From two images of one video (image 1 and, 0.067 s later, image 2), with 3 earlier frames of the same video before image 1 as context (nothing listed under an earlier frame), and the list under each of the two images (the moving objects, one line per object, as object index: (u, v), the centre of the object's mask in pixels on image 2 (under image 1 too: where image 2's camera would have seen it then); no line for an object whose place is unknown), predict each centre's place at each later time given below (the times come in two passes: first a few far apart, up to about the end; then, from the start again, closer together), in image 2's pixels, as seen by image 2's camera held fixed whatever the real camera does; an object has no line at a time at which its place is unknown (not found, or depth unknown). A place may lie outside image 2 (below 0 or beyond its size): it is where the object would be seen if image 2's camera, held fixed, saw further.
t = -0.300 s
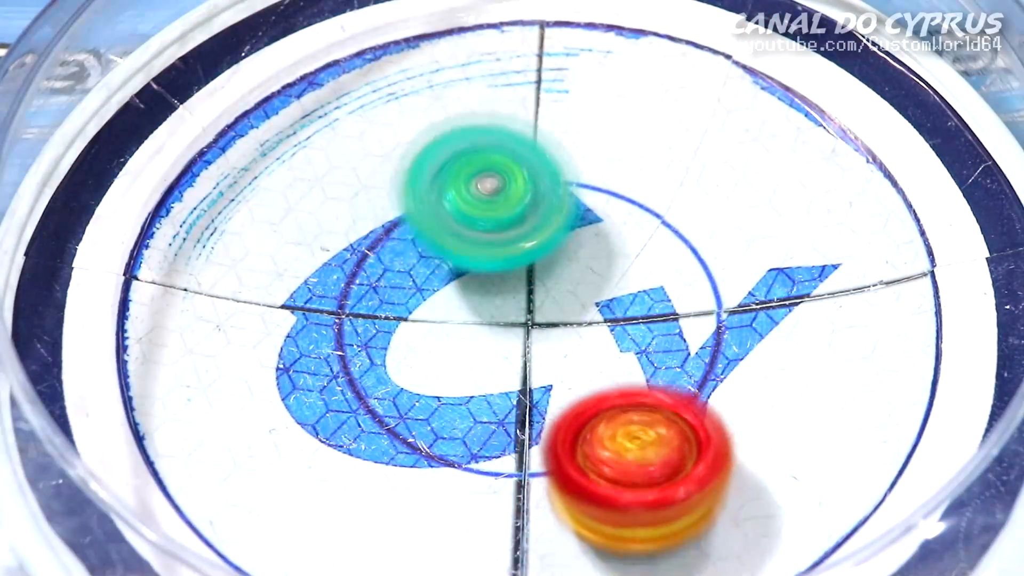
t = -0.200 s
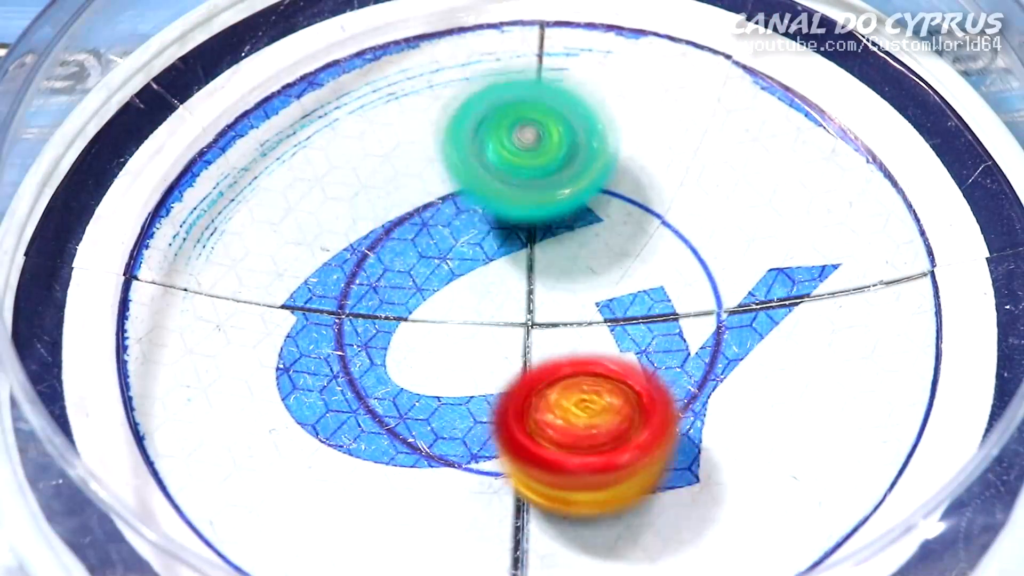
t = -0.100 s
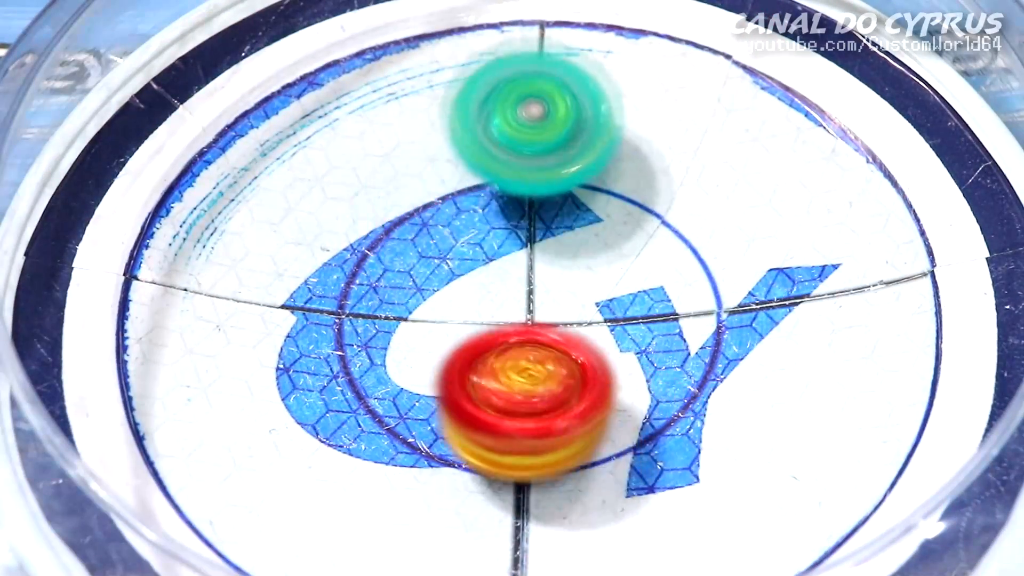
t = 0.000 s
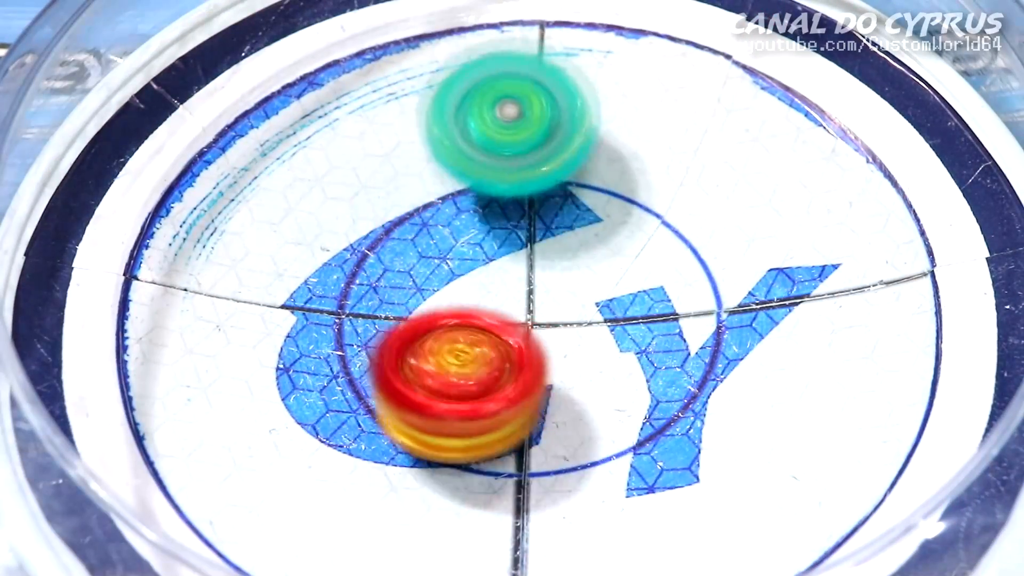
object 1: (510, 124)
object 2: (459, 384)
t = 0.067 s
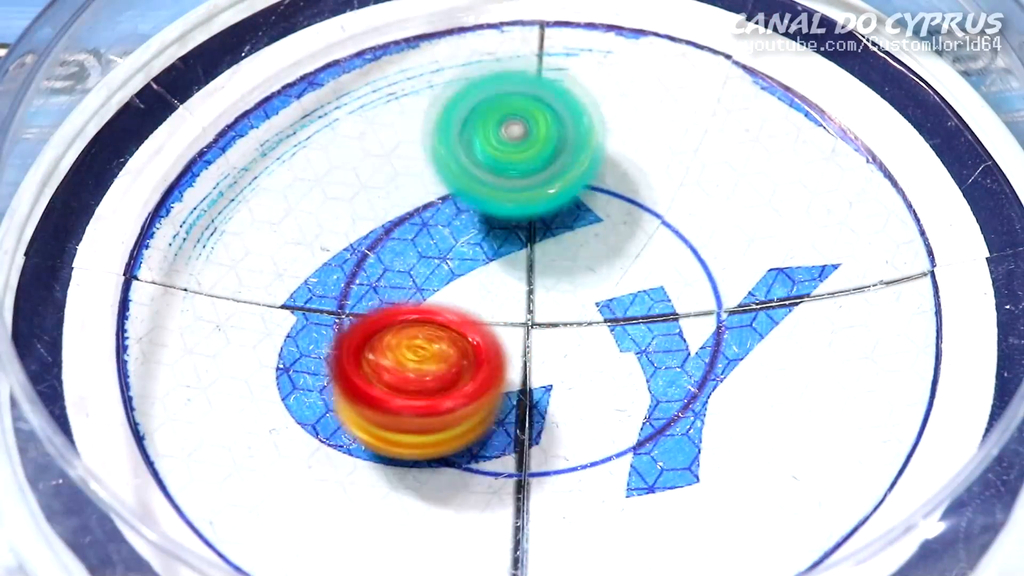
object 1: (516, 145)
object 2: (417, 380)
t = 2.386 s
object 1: (449, 308)
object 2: (638, 174)
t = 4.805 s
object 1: (569, 237)
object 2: (369, 354)
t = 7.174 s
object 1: (450, 268)
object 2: (591, 398)
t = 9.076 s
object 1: (483, 297)
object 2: (596, 156)
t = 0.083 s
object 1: (519, 152)
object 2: (408, 379)
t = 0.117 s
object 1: (522, 166)
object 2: (393, 380)
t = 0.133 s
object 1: (521, 172)
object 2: (386, 380)
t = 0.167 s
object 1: (522, 186)
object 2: (373, 382)
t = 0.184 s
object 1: (525, 191)
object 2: (366, 383)
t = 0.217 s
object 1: (536, 202)
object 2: (353, 384)
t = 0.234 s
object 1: (545, 210)
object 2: (350, 384)
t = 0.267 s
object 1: (562, 222)
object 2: (345, 387)
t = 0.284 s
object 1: (574, 225)
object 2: (343, 388)
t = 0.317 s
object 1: (597, 232)
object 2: (338, 390)
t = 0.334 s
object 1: (608, 235)
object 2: (335, 390)
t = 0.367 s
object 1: (631, 238)
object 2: (333, 389)
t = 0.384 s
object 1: (641, 240)
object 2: (334, 388)
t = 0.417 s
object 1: (664, 234)
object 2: (338, 386)
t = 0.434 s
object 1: (674, 230)
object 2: (340, 386)
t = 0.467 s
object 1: (693, 222)
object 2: (343, 383)
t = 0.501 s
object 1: (708, 210)
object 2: (347, 377)
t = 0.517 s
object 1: (714, 204)
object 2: (350, 372)
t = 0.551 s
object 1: (722, 190)
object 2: (358, 362)
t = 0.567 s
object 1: (723, 184)
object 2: (362, 358)
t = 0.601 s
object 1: (717, 178)
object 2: (370, 349)
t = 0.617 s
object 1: (712, 173)
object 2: (374, 344)
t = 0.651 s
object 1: (698, 164)
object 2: (377, 333)
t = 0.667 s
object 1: (689, 161)
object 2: (378, 327)
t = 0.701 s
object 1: (670, 158)
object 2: (378, 314)
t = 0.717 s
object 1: (661, 158)
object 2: (378, 307)
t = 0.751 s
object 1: (643, 164)
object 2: (376, 293)
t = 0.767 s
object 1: (637, 169)
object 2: (376, 286)
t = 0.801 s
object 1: (626, 181)
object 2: (377, 274)
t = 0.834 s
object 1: (618, 198)
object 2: (377, 261)
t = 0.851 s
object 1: (614, 209)
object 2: (377, 254)
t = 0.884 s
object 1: (608, 233)
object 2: (375, 242)
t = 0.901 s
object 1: (605, 244)
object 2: (375, 236)
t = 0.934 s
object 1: (598, 268)
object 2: (373, 228)
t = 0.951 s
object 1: (600, 280)
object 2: (371, 224)
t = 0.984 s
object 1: (603, 300)
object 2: (363, 214)
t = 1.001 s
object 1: (606, 309)
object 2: (359, 209)
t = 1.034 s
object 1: (619, 327)
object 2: (354, 199)
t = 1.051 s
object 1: (625, 334)
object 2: (354, 196)
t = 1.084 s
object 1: (637, 341)
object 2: (355, 194)
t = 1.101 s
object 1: (644, 342)
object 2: (354, 194)
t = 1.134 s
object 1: (659, 344)
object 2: (352, 194)
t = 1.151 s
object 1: (667, 345)
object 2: (352, 194)
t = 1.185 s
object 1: (674, 345)
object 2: (352, 192)
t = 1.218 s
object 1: (671, 343)
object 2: (355, 190)
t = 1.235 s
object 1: (666, 342)
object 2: (357, 189)
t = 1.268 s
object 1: (655, 336)
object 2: (363, 189)
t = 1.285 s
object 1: (650, 331)
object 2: (367, 190)
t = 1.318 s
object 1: (641, 318)
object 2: (375, 191)
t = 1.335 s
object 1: (638, 312)
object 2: (380, 192)
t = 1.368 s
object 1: (633, 301)
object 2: (390, 196)
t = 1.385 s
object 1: (628, 299)
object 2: (396, 197)
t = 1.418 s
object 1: (618, 298)
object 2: (409, 201)
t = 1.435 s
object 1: (611, 299)
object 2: (416, 202)
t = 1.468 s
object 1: (594, 304)
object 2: (428, 203)
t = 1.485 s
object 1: (582, 306)
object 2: (434, 202)
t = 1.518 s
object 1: (559, 317)
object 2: (446, 196)
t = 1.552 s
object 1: (544, 328)
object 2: (458, 190)
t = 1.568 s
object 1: (541, 335)
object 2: (464, 188)
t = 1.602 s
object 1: (535, 343)
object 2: (472, 186)
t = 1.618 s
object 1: (532, 348)
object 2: (475, 185)
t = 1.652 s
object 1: (527, 356)
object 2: (482, 182)
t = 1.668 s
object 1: (526, 359)
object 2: (485, 181)
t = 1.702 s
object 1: (527, 364)
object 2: (491, 179)
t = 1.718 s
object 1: (528, 367)
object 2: (493, 178)
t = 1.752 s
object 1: (526, 374)
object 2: (497, 175)
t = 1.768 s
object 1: (523, 376)
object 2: (499, 174)
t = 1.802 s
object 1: (517, 380)
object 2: (505, 173)
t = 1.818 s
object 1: (516, 380)
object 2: (508, 172)
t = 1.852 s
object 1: (516, 382)
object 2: (512, 171)
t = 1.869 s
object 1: (519, 383)
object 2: (515, 170)
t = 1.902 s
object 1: (526, 383)
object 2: (521, 168)
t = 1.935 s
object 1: (531, 384)
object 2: (527, 165)
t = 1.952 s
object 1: (533, 385)
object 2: (531, 164)
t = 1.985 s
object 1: (529, 385)
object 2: (545, 166)
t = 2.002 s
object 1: (525, 382)
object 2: (553, 168)
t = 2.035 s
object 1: (516, 373)
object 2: (566, 171)
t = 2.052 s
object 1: (511, 369)
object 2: (571, 171)
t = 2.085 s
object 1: (501, 360)
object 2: (582, 171)
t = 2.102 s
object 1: (497, 356)
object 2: (587, 171)
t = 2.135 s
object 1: (491, 350)
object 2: (596, 171)
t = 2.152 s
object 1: (489, 347)
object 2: (600, 171)
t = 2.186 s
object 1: (483, 343)
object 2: (607, 169)
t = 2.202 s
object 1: (482, 343)
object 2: (611, 168)
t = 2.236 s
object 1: (481, 343)
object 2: (620, 168)
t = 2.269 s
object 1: (476, 345)
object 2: (627, 168)
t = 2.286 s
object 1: (471, 344)
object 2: (629, 169)
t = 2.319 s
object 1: (461, 337)
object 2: (634, 171)
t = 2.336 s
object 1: (456, 331)
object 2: (635, 172)
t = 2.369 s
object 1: (450, 316)
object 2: (637, 174)
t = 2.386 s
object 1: (449, 308)
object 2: (638, 174)
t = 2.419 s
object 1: (448, 296)
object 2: (640, 175)
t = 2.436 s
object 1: (451, 292)
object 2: (642, 176)
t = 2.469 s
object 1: (458, 286)
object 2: (646, 178)
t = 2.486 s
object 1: (461, 285)
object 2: (647, 180)
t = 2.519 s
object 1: (466, 285)
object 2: (649, 183)
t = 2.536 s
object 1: (467, 287)
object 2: (651, 184)
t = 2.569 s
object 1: (467, 286)
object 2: (649, 185)
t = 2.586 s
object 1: (466, 284)
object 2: (647, 184)
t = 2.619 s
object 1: (462, 277)
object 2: (644, 186)
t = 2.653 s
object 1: (454, 271)
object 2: (643, 192)
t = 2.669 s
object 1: (450, 266)
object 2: (641, 194)
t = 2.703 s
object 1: (443, 251)
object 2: (634, 199)
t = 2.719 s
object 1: (439, 245)
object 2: (632, 203)
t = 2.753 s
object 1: (436, 237)
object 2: (631, 215)
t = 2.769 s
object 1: (437, 236)
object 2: (631, 224)
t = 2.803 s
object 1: (439, 234)
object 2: (628, 244)
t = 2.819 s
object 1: (430, 232)
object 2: (641, 256)
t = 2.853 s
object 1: (405, 226)
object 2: (665, 279)
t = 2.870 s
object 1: (397, 226)
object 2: (675, 288)
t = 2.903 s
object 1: (389, 231)
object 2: (692, 305)
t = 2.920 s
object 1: (387, 236)
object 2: (698, 311)
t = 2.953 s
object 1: (386, 249)
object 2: (708, 318)
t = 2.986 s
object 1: (382, 267)
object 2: (718, 322)
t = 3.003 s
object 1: (380, 278)
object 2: (722, 322)
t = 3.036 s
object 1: (375, 293)
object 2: (730, 321)
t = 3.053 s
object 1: (370, 298)
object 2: (735, 321)
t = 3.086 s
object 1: (365, 305)
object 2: (738, 319)
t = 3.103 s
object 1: (365, 307)
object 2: (740, 316)
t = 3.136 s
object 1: (370, 303)
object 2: (739, 314)
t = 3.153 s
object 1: (373, 298)
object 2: (737, 313)
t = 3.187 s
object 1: (378, 288)
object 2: (729, 310)
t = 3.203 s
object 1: (382, 283)
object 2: (725, 307)
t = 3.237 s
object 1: (391, 267)
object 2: (716, 304)
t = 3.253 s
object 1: (396, 259)
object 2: (711, 303)
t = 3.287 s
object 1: (410, 241)
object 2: (702, 302)
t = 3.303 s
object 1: (416, 232)
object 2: (698, 303)
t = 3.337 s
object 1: (432, 216)
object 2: (687, 305)
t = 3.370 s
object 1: (451, 203)
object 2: (676, 309)
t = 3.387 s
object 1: (460, 198)
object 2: (671, 313)
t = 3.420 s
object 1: (480, 195)
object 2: (659, 323)
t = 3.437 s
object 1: (489, 195)
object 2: (650, 330)
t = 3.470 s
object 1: (507, 202)
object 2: (631, 344)
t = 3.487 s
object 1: (515, 207)
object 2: (623, 351)
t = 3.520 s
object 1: (520, 216)
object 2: (608, 365)
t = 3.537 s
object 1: (520, 221)
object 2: (604, 372)
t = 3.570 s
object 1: (514, 231)
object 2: (596, 384)
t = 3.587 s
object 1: (508, 233)
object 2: (590, 392)
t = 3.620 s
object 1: (500, 237)
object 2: (580, 403)
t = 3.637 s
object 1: (496, 237)
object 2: (577, 408)
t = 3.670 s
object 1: (489, 232)
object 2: (570, 419)
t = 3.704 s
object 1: (480, 226)
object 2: (564, 429)
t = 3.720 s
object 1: (477, 220)
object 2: (561, 434)
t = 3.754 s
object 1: (471, 206)
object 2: (553, 444)
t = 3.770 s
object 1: (472, 203)
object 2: (549, 447)
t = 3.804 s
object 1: (477, 189)
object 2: (542, 453)
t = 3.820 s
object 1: (482, 183)
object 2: (538, 455)
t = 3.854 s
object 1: (499, 174)
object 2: (531, 457)
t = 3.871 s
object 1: (510, 173)
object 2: (529, 458)
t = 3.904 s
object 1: (534, 173)
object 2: (523, 455)
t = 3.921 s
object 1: (546, 176)
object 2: (519, 453)
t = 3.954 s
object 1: (566, 190)
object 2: (511, 448)
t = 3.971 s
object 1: (573, 198)
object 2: (507, 444)
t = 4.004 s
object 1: (584, 219)
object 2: (500, 438)
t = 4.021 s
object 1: (590, 228)
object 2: (496, 436)
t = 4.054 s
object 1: (588, 250)
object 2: (489, 431)
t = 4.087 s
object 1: (584, 275)
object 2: (482, 427)
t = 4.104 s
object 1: (578, 283)
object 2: (478, 425)
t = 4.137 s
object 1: (583, 273)
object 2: (444, 439)
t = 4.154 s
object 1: (587, 264)
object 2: (429, 444)
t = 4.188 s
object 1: (592, 258)
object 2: (407, 451)
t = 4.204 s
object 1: (596, 254)
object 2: (400, 454)
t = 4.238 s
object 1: (595, 250)
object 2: (393, 459)
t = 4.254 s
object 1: (595, 248)
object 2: (391, 460)
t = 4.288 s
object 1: (591, 244)
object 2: (388, 463)
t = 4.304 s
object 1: (588, 244)
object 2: (386, 464)
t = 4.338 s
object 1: (584, 240)
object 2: (386, 464)
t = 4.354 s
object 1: (580, 239)
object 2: (386, 464)
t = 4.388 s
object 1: (575, 236)
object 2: (386, 462)
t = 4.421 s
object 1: (567, 234)
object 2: (387, 459)
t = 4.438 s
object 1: (566, 233)
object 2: (388, 457)
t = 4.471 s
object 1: (562, 230)
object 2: (388, 452)
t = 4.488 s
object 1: (559, 231)
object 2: (388, 449)
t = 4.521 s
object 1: (559, 228)
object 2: (388, 442)
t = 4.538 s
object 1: (558, 226)
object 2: (387, 438)
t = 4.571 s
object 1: (558, 226)
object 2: (386, 428)
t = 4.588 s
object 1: (558, 225)
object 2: (385, 424)
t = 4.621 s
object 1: (559, 225)
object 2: (382, 414)
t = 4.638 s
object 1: (560, 225)
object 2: (381, 409)
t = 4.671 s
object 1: (562, 227)
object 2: (378, 399)
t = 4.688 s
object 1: (564, 227)
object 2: (376, 394)
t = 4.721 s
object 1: (564, 229)
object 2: (373, 383)
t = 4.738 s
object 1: (566, 231)
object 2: (372, 377)
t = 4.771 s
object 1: (567, 233)
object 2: (370, 365)
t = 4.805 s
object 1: (569, 237)
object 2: (369, 354)
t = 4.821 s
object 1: (570, 240)
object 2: (369, 348)
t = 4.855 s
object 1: (573, 245)
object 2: (369, 336)
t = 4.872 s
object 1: (574, 247)
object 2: (368, 330)
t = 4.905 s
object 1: (577, 252)
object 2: (369, 319)
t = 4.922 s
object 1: (578, 253)
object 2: (369, 313)
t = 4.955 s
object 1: (578, 257)
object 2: (369, 302)
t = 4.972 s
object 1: (581, 263)
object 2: (370, 296)
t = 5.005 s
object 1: (580, 266)
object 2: (372, 286)
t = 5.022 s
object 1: (584, 268)
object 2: (372, 281)
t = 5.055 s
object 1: (580, 271)
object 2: (378, 272)
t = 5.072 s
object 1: (580, 272)
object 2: (382, 266)
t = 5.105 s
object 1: (577, 274)
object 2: (388, 255)
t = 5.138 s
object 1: (579, 279)
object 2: (392, 246)
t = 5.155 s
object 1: (578, 281)
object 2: (394, 241)
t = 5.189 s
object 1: (576, 287)
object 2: (397, 232)
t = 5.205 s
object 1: (575, 289)
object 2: (399, 229)
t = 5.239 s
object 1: (574, 294)
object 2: (403, 222)
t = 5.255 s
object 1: (572, 295)
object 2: (405, 219)
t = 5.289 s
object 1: (568, 299)
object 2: (411, 212)
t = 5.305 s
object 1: (566, 299)
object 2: (414, 209)
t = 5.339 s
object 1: (561, 300)
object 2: (419, 203)
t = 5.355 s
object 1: (559, 301)
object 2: (422, 201)
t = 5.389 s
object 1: (553, 302)
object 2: (427, 196)
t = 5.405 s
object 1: (552, 302)
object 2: (430, 194)
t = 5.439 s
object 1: (548, 303)
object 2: (435, 189)
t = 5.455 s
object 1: (547, 304)
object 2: (439, 186)
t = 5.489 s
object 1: (541, 304)
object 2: (444, 180)
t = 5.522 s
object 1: (538, 303)
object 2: (451, 175)
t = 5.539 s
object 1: (537, 304)
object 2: (454, 174)
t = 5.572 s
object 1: (534, 302)
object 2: (461, 170)
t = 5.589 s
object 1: (534, 303)
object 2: (465, 168)
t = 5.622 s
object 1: (535, 302)
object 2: (471, 167)
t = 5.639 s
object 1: (535, 304)
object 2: (475, 166)
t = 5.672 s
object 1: (535, 303)
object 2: (483, 165)
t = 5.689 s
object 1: (535, 304)
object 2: (488, 164)
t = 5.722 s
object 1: (533, 304)
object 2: (497, 162)
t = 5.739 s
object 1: (534, 304)
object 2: (502, 162)
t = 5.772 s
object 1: (533, 304)
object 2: (512, 161)
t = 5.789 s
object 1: (534, 305)
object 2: (518, 160)
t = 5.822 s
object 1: (533, 305)
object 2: (529, 158)
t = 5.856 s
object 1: (534, 304)
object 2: (541, 159)
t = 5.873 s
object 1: (534, 306)
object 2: (547, 159)
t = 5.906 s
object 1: (535, 304)
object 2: (560, 160)
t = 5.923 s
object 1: (535, 304)
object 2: (566, 161)
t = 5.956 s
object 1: (535, 304)
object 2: (578, 162)
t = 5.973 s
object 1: (535, 305)
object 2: (584, 163)
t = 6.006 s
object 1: (535, 306)
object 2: (594, 166)
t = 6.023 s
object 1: (536, 303)
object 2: (599, 166)
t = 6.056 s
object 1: (537, 306)
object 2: (609, 169)
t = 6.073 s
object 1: (537, 306)
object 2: (614, 170)
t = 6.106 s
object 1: (537, 305)
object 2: (623, 173)
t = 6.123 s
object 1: (536, 304)
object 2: (628, 174)
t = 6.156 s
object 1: (537, 305)
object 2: (636, 176)
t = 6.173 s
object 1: (537, 306)
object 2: (640, 177)
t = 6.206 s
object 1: (537, 304)
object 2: (647, 178)
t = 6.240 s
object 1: (538, 303)
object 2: (652, 180)
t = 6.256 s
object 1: (535, 304)
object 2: (654, 180)
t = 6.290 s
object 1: (539, 302)
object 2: (656, 182)
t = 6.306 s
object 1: (538, 302)
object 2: (658, 186)
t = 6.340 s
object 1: (535, 303)
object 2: (665, 195)
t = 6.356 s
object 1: (522, 308)
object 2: (672, 196)
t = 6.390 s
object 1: (503, 316)
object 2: (691, 197)
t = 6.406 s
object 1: (494, 318)
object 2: (700, 200)
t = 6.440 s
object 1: (485, 321)
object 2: (710, 208)
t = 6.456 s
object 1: (485, 321)
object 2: (712, 212)
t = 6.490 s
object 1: (481, 322)
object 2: (716, 218)
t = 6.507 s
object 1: (480, 322)
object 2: (717, 222)
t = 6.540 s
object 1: (478, 322)
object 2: (717, 229)
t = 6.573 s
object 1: (473, 323)
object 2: (716, 236)
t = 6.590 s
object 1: (474, 323)
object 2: (715, 239)
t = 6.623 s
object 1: (471, 322)
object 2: (713, 247)
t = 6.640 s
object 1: (468, 323)
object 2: (711, 251)
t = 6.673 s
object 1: (467, 321)
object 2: (707, 259)
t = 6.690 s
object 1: (465, 320)
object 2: (705, 263)
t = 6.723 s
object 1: (462, 319)
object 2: (700, 271)
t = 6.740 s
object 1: (463, 317)
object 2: (697, 276)
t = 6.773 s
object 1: (459, 316)
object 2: (690, 284)
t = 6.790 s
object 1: (459, 316)
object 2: (686, 289)
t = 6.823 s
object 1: (457, 312)
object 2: (677, 297)
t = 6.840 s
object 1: (456, 310)
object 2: (673, 301)
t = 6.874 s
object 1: (458, 306)
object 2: (662, 310)
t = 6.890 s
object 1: (456, 305)
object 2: (657, 315)
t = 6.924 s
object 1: (454, 299)
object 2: (649, 327)
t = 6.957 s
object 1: (450, 293)
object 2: (643, 339)
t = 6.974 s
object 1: (449, 289)
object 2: (642, 346)
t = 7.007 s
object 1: (448, 285)
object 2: (636, 358)
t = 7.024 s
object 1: (448, 284)
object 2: (632, 364)
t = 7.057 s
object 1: (447, 278)
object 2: (623, 374)
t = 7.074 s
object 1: (447, 278)
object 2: (618, 378)
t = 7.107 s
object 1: (447, 275)
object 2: (610, 385)
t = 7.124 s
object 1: (447, 273)
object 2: (605, 388)
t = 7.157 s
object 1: (449, 269)
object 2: (596, 395)
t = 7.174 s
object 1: (450, 268)
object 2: (591, 398)
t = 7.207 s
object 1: (453, 264)
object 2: (581, 402)
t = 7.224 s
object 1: (453, 264)
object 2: (576, 404)
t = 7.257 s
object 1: (456, 259)
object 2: (566, 407)
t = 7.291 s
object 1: (460, 256)
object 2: (554, 410)
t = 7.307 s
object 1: (462, 254)
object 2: (549, 411)
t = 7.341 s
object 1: (468, 252)
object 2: (537, 413)
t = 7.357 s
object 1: (468, 250)
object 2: (531, 413)
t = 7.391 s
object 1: (474, 247)
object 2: (519, 413)
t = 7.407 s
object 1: (475, 246)
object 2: (514, 413)
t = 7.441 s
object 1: (481, 245)
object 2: (502, 413)
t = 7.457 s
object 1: (483, 246)
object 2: (496, 412)
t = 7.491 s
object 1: (489, 244)
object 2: (484, 410)
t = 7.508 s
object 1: (491, 244)
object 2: (479, 409)
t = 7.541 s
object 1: (496, 243)
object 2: (467, 406)
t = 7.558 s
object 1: (497, 243)
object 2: (461, 404)
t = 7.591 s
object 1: (504, 244)
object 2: (450, 401)
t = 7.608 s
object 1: (506, 244)
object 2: (445, 400)
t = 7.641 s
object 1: (513, 245)
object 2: (436, 396)
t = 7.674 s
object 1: (519, 246)
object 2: (426, 393)
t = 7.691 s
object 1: (521, 248)
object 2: (422, 391)
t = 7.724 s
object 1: (527, 246)
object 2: (412, 386)
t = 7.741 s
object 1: (529, 249)
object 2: (408, 382)
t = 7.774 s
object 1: (533, 251)
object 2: (401, 377)
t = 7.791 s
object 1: (535, 253)
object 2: (397, 373)
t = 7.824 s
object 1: (540, 255)
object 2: (391, 366)
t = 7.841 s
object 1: (542, 256)
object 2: (388, 363)
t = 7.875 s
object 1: (547, 258)
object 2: (379, 356)
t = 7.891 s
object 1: (551, 260)
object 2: (374, 353)
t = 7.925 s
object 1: (556, 261)
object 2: (365, 346)
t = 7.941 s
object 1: (558, 260)
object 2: (362, 342)
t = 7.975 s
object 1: (560, 262)
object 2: (356, 336)
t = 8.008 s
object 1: (563, 266)
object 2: (353, 328)
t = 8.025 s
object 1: (564, 270)
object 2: (352, 324)
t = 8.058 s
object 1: (566, 274)
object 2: (352, 315)
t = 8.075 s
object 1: (567, 277)
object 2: (352, 311)
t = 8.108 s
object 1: (569, 279)
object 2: (354, 302)
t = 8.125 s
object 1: (569, 283)
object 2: (356, 298)
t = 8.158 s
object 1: (569, 287)
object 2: (359, 290)
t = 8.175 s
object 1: (567, 291)
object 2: (361, 286)
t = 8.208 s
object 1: (565, 296)
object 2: (365, 278)
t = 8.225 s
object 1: (564, 298)
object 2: (366, 274)
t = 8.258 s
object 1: (561, 302)
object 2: (371, 265)
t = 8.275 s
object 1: (562, 304)
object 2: (373, 260)
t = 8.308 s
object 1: (558, 308)
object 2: (378, 251)
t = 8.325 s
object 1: (558, 308)
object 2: (380, 246)
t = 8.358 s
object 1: (556, 313)
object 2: (386, 238)
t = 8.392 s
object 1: (552, 316)
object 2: (392, 228)
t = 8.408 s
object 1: (549, 316)
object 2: (395, 224)
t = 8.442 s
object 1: (545, 319)
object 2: (401, 217)
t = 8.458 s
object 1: (541, 320)
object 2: (405, 212)
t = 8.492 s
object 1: (537, 322)
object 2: (413, 205)
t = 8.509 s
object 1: (537, 322)
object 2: (417, 201)
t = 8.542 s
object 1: (533, 323)
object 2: (425, 195)
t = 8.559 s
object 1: (530, 322)
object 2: (429, 191)
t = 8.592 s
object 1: (525, 321)
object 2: (438, 185)
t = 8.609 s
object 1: (522, 319)
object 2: (443, 183)
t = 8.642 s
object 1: (519, 319)
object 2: (452, 178)
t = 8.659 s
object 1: (516, 318)
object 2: (456, 174)
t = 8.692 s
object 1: (512, 316)
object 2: (465, 170)
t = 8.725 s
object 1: (508, 312)
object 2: (473, 166)
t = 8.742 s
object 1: (507, 315)
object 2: (477, 165)
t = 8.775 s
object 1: (504, 312)
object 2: (486, 162)
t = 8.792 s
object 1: (501, 308)
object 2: (491, 160)
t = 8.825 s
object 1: (498, 306)
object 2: (502, 158)
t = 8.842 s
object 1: (497, 309)
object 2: (507, 159)
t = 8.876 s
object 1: (492, 313)
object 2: (522, 152)
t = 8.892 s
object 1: (488, 310)
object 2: (528, 150)
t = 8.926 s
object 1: (486, 308)
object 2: (541, 149)
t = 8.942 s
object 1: (487, 308)
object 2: (547, 149)
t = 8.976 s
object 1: (487, 304)
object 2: (560, 151)
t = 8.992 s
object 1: (483, 304)
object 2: (565, 151)
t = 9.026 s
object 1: (483, 301)
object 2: (577, 153)
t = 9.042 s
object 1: (484, 299)
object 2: (583, 154)
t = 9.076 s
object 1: (483, 297)
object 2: (596, 156)
